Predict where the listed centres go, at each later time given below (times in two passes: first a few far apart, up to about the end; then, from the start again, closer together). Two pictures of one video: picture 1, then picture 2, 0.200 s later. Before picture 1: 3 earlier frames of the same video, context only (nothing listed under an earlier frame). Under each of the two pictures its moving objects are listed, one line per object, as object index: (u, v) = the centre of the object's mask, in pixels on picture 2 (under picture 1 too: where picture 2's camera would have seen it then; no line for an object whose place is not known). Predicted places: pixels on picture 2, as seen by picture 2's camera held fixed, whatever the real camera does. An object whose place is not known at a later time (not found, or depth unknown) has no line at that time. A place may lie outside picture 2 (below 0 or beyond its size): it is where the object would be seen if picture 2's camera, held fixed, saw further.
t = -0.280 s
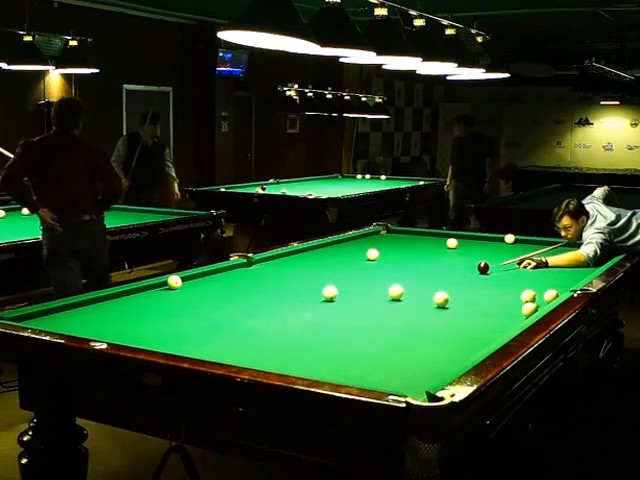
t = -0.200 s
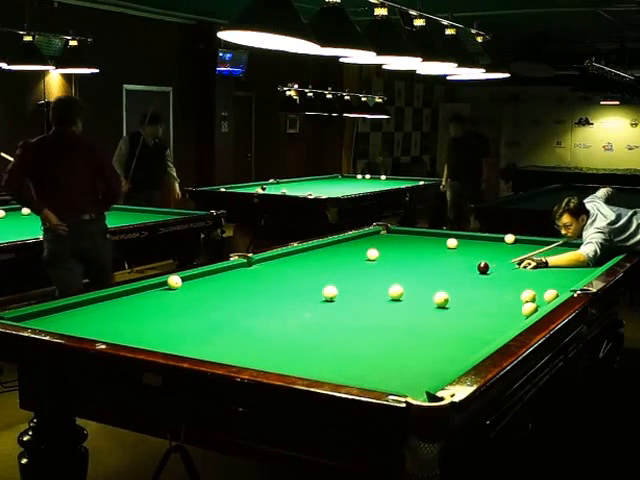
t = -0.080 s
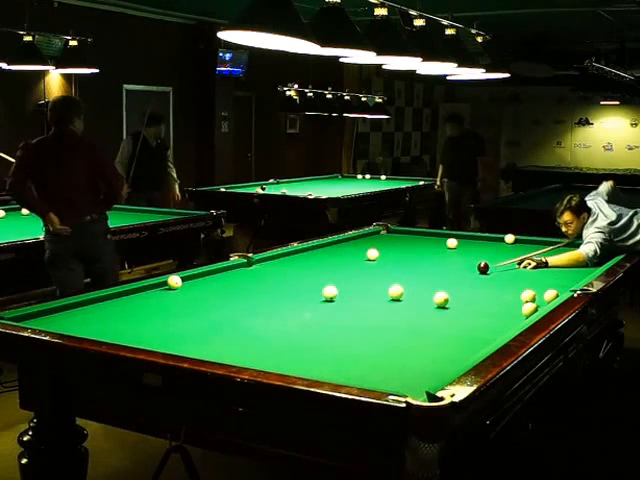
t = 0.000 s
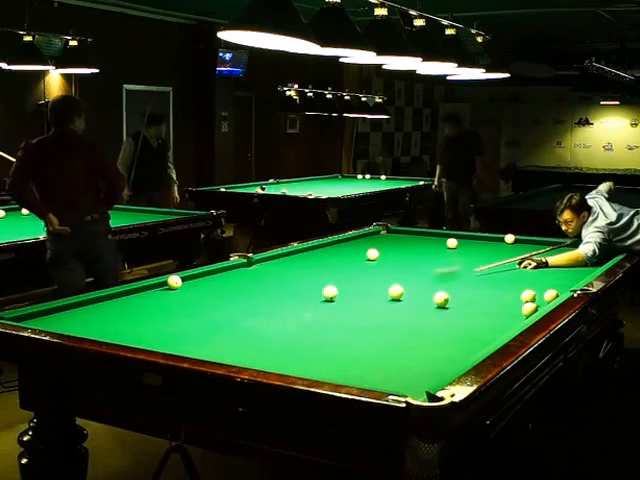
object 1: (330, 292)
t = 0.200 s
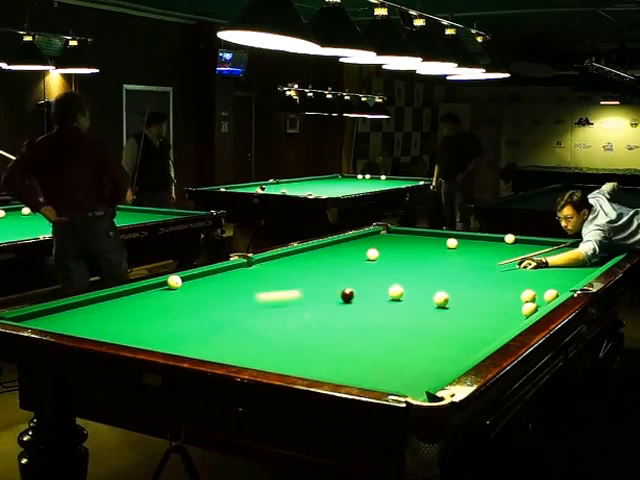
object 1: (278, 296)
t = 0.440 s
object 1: (37, 318)
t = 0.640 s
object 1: (105, 305)
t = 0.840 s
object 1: (192, 294)
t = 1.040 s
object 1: (263, 285)
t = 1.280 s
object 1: (339, 277)
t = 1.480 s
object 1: (394, 270)
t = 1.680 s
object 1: (444, 263)
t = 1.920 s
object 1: (497, 258)
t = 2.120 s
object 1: (537, 252)
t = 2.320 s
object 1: (573, 248)
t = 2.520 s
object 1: (604, 247)
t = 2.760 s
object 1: (604, 251)
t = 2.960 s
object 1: (579, 254)
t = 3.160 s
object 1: (554, 256)
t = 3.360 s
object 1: (528, 258)
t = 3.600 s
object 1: (497, 261)
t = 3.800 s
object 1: (470, 262)
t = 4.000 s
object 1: (443, 265)
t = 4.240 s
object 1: (409, 267)
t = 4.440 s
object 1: (380, 270)
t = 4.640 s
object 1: (351, 272)
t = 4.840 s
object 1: (321, 274)
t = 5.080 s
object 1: (284, 277)
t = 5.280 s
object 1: (252, 280)
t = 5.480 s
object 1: (221, 282)
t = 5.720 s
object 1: (184, 285)
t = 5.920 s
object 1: (151, 287)
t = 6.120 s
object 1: (135, 291)
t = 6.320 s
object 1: (129, 296)
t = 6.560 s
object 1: (121, 301)
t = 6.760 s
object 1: (115, 306)
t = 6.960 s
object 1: (108, 311)
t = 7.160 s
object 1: (102, 315)
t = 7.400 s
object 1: (94, 321)
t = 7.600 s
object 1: (87, 325)
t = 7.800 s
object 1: (81, 328)
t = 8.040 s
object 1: (85, 329)
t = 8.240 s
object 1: (96, 329)
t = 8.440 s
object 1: (106, 329)
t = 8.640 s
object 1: (116, 328)
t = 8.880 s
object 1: (126, 327)
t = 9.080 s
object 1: (134, 326)
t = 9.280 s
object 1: (141, 325)
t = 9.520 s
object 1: (149, 324)
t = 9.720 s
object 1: (154, 323)
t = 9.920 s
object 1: (159, 323)
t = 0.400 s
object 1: (79, 315)
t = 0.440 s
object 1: (37, 318)
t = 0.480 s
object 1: (24, 315)
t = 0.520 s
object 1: (39, 311)
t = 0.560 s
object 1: (63, 309)
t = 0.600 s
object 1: (85, 307)
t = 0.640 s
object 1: (105, 305)
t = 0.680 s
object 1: (126, 302)
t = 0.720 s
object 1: (144, 300)
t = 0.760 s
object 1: (161, 298)
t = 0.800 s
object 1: (177, 296)
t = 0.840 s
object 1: (192, 294)
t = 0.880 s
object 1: (207, 293)
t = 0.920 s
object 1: (221, 291)
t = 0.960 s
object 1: (235, 289)
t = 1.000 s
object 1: (249, 287)
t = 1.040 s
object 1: (263, 285)
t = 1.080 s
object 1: (276, 284)
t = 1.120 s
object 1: (289, 282)
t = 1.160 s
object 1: (302, 281)
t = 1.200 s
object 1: (315, 279)
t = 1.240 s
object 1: (326, 278)
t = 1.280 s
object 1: (339, 277)
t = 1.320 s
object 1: (350, 275)
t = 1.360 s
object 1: (361, 274)
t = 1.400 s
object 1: (372, 272)
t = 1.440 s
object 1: (383, 271)
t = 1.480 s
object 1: (394, 270)
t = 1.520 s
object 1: (404, 268)
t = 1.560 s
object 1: (414, 267)
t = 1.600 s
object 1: (424, 266)
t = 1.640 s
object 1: (435, 265)
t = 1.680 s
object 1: (444, 263)
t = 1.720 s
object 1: (454, 263)
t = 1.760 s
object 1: (462, 262)
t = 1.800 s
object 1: (471, 261)
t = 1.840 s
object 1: (480, 260)
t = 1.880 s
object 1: (489, 258)
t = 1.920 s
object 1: (497, 258)
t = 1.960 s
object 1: (505, 256)
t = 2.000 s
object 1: (513, 255)
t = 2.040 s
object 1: (521, 254)
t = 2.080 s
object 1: (529, 253)
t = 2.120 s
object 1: (537, 252)
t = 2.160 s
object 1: (544, 252)
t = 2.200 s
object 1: (552, 251)
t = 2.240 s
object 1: (560, 250)
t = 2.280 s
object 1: (566, 249)
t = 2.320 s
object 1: (573, 248)
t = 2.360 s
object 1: (580, 247)
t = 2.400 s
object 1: (587, 246)
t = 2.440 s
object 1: (593, 246)
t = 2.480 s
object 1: (599, 245)
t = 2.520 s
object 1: (604, 247)
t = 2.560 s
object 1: (609, 248)
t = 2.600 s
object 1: (614, 249)
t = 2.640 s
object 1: (618, 250)
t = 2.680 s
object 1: (614, 250)
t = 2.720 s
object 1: (609, 251)
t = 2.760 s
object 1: (604, 251)
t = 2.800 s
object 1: (599, 251)
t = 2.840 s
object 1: (594, 252)
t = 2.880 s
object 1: (589, 253)
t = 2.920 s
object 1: (583, 253)
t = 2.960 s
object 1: (579, 254)
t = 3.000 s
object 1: (574, 254)
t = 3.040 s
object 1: (569, 254)
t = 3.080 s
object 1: (564, 255)
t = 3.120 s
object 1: (559, 255)
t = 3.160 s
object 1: (554, 256)
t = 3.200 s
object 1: (549, 256)
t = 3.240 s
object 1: (544, 257)
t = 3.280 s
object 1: (538, 257)
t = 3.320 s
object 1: (533, 257)
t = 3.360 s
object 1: (528, 258)
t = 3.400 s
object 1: (523, 258)
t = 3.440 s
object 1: (518, 259)
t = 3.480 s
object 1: (513, 259)
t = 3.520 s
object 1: (508, 260)
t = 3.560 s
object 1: (503, 260)
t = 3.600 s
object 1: (497, 261)
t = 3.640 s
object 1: (492, 261)
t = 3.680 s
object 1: (486, 261)
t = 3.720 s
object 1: (481, 262)
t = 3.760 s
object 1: (475, 262)
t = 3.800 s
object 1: (470, 262)
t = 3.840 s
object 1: (465, 263)
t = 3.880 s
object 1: (459, 263)
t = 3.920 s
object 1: (454, 264)
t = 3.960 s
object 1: (448, 264)
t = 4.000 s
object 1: (443, 265)
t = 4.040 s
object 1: (437, 265)
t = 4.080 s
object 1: (431, 266)
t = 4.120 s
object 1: (426, 266)
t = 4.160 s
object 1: (420, 266)
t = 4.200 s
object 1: (415, 267)
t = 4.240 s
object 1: (409, 267)
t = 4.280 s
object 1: (403, 267)
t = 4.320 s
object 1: (397, 268)
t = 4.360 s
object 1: (392, 268)
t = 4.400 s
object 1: (386, 269)
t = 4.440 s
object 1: (380, 270)
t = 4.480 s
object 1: (374, 270)
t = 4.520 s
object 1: (368, 270)
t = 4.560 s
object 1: (362, 271)
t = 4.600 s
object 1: (357, 271)
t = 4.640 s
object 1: (351, 272)
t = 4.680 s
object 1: (344, 273)
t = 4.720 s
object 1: (339, 273)
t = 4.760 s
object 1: (333, 273)
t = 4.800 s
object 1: (327, 274)
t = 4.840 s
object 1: (321, 274)
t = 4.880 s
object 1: (315, 275)
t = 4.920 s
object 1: (308, 275)
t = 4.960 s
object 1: (302, 276)
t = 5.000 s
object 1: (296, 276)
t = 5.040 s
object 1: (290, 277)
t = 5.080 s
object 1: (284, 277)
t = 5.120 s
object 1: (278, 278)
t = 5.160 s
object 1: (271, 278)
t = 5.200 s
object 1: (265, 279)
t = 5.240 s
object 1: (259, 279)
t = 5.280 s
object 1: (252, 280)
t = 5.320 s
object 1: (247, 280)
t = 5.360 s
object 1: (240, 281)
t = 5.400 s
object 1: (234, 281)
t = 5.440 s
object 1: (228, 281)
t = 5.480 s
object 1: (221, 282)
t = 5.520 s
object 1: (215, 283)
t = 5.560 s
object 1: (209, 283)
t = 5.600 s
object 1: (203, 284)
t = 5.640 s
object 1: (196, 284)
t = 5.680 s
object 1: (190, 284)
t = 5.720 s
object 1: (184, 285)
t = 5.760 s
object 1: (177, 285)
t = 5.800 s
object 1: (170, 286)
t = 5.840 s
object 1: (163, 286)
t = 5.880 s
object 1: (158, 287)
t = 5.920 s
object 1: (151, 287)
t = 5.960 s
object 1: (145, 288)
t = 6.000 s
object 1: (139, 289)
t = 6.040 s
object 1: (138, 290)
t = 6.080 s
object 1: (136, 291)
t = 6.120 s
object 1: (135, 291)
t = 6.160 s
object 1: (134, 292)
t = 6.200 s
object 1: (133, 293)
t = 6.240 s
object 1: (131, 294)
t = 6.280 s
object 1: (130, 295)
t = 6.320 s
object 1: (129, 296)
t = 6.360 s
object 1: (128, 297)
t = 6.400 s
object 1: (126, 298)
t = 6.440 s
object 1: (125, 299)
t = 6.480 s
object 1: (124, 300)
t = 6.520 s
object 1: (122, 301)
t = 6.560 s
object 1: (121, 301)
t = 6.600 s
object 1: (120, 302)
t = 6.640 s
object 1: (119, 303)
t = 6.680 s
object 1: (117, 304)
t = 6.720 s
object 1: (116, 305)
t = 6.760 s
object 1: (115, 306)
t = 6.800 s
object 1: (113, 307)
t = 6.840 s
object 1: (112, 308)
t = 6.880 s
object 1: (111, 308)
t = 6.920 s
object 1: (109, 310)
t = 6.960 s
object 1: (108, 311)
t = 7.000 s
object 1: (107, 311)
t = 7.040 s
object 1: (106, 312)
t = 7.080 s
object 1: (104, 313)
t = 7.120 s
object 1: (103, 314)
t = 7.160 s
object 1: (102, 315)
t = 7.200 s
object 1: (101, 316)
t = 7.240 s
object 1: (99, 317)
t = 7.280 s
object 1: (98, 318)
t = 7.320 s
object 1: (97, 319)
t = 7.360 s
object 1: (95, 320)
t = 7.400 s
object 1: (94, 321)
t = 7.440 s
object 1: (93, 321)
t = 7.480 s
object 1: (91, 323)
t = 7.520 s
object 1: (90, 323)
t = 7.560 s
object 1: (89, 325)
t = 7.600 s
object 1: (87, 325)
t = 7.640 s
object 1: (86, 326)
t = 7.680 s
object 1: (85, 327)
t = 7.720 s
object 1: (84, 327)
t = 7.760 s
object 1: (83, 328)
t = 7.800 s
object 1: (81, 328)
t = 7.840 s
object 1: (80, 329)
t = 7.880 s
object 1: (79, 329)
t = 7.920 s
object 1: (79, 330)
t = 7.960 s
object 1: (81, 329)
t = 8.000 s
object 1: (83, 329)
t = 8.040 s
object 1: (85, 329)
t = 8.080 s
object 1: (88, 329)
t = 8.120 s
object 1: (90, 329)
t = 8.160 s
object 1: (92, 329)
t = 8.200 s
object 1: (94, 329)
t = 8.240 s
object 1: (96, 329)
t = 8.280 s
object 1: (98, 329)
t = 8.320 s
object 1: (100, 329)
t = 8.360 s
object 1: (102, 329)
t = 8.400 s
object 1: (104, 329)
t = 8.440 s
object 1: (106, 329)
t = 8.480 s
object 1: (108, 329)
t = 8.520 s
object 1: (110, 329)
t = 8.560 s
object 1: (112, 329)
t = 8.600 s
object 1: (114, 328)
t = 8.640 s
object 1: (116, 328)
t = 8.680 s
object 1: (117, 328)
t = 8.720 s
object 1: (119, 327)
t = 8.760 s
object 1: (121, 327)
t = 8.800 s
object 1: (123, 327)
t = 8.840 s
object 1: (124, 327)
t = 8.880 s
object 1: (126, 327)
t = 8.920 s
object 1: (127, 327)
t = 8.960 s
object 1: (129, 326)
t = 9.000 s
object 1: (131, 326)
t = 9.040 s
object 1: (133, 326)
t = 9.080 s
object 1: (134, 326)
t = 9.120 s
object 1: (135, 325)
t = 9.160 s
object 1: (137, 325)
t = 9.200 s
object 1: (138, 325)
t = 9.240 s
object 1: (139, 325)
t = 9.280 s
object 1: (141, 325)
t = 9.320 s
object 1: (142, 325)
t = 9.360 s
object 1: (143, 325)
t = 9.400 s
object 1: (145, 325)
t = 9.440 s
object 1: (146, 324)
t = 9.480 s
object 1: (147, 324)
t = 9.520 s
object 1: (149, 324)
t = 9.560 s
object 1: (149, 324)
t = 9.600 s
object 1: (151, 324)
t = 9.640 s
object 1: (152, 324)
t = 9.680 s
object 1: (153, 323)
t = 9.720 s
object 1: (154, 323)
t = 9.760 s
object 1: (155, 323)
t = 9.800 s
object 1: (156, 323)
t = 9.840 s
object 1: (157, 323)
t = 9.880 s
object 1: (158, 323)
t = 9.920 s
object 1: (159, 323)
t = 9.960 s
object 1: (160, 323)
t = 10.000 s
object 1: (160, 322)
